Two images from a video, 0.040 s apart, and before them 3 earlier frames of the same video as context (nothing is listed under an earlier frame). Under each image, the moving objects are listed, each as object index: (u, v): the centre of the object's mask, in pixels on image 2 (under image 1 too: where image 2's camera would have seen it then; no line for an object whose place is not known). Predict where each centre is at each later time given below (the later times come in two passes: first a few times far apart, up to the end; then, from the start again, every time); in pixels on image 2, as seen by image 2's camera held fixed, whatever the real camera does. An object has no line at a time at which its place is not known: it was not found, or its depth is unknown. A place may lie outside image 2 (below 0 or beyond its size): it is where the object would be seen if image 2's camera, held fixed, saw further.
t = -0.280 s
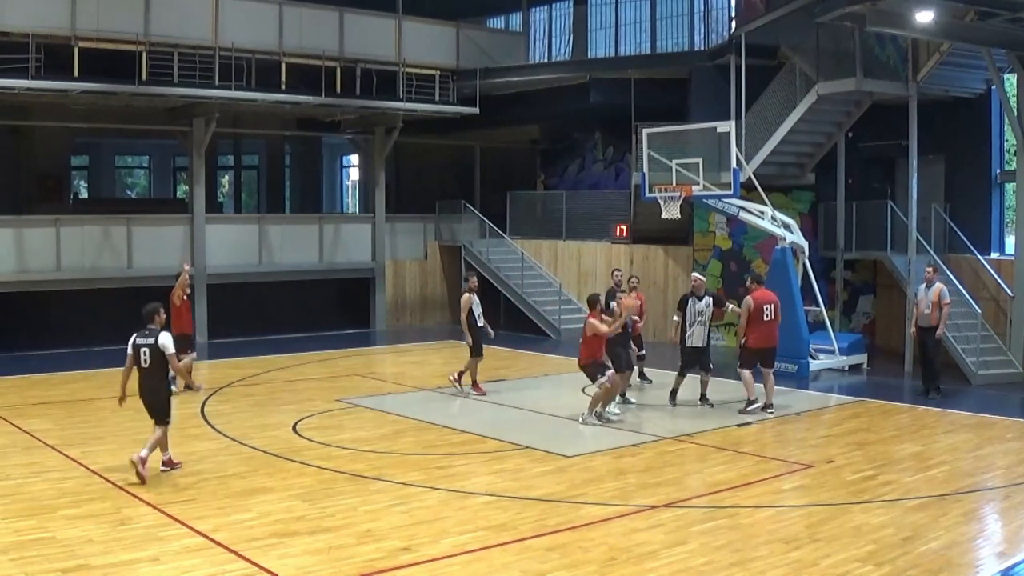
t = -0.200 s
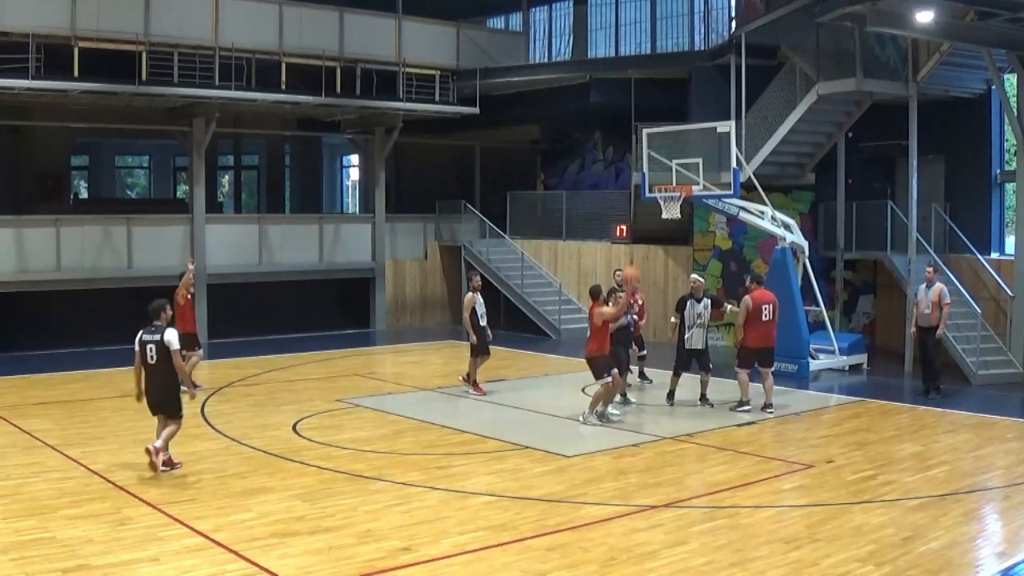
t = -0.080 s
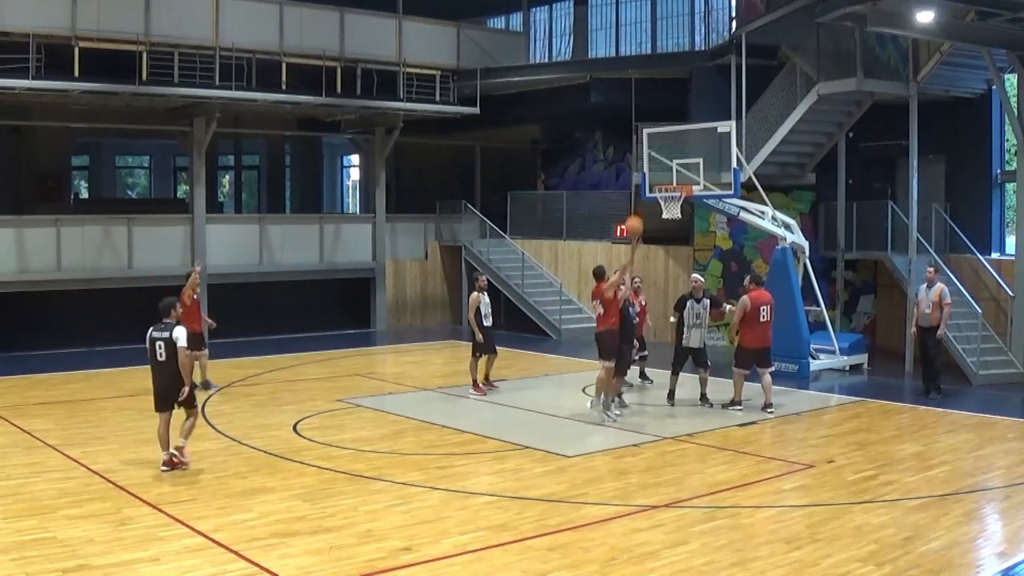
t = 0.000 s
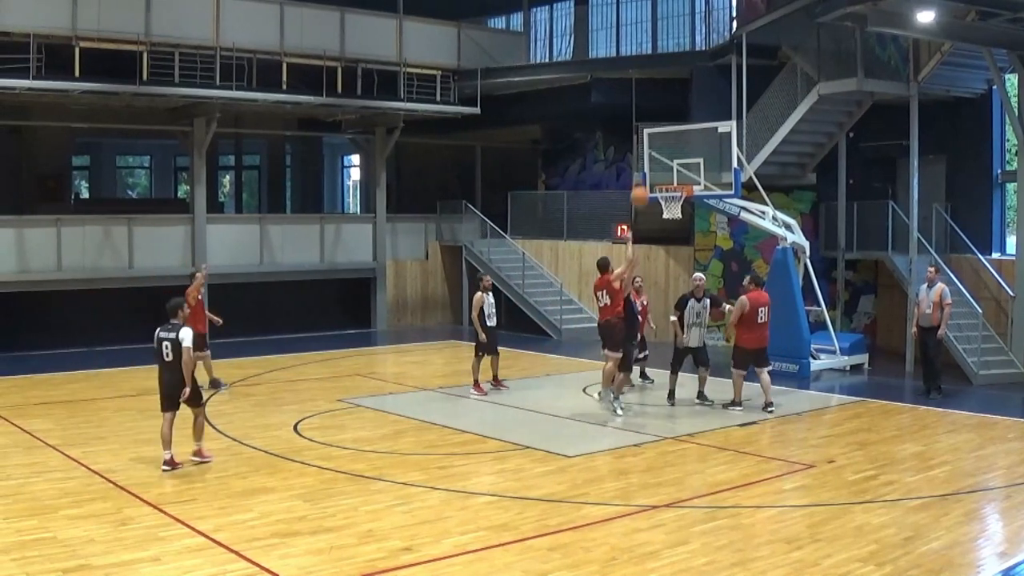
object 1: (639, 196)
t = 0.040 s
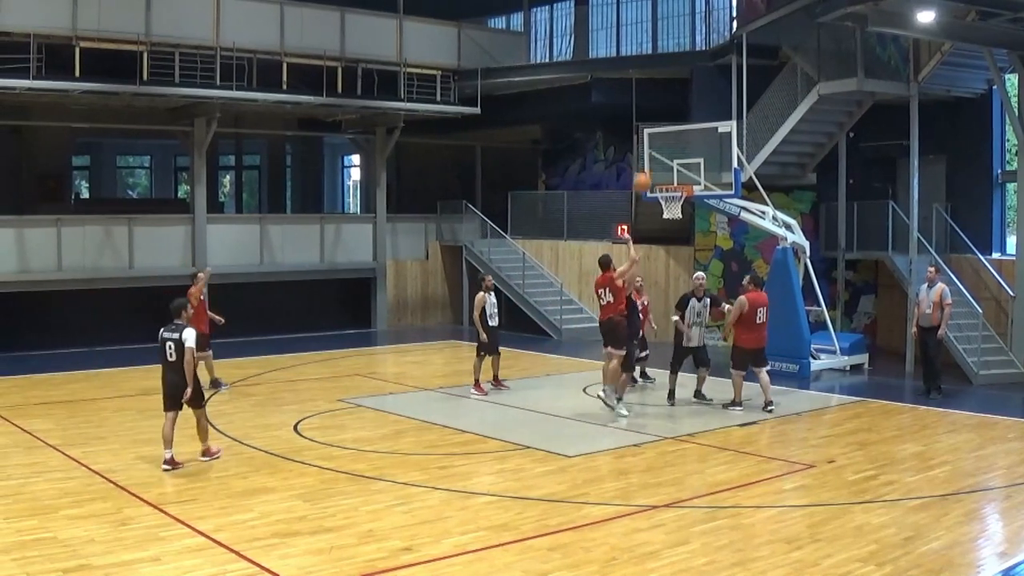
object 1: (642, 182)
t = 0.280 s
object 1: (657, 131)
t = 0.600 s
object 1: (676, 132)
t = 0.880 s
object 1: (690, 171)
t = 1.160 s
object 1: (683, 149)
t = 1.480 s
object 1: (668, 182)
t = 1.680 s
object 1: (668, 218)
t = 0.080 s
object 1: (646, 170)
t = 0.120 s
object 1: (647, 161)
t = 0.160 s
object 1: (650, 151)
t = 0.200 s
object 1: (653, 143)
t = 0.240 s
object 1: (655, 136)
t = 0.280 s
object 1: (657, 131)
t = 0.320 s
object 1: (660, 128)
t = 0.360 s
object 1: (662, 125)
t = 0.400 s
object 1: (664, 124)
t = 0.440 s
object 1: (666, 123)
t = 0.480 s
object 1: (669, 124)
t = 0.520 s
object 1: (671, 125)
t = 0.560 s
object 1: (673, 128)
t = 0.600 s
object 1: (676, 132)
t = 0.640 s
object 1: (678, 137)
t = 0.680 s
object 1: (680, 143)
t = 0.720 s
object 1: (682, 150)
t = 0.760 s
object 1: (684, 157)
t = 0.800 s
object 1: (687, 168)
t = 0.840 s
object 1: (690, 174)
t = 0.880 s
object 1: (690, 171)
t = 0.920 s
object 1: (690, 166)
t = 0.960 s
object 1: (690, 159)
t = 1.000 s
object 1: (690, 155)
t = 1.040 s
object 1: (689, 151)
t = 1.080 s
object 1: (687, 149)
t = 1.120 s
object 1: (685, 148)
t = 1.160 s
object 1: (683, 149)
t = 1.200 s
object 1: (682, 149)
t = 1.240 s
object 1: (680, 151)
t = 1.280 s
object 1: (678, 154)
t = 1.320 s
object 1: (676, 158)
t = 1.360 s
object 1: (674, 163)
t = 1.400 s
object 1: (672, 170)
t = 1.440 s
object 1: (670, 177)
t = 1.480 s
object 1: (668, 182)
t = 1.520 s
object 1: (666, 196)
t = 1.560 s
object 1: (666, 201)
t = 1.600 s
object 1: (666, 208)
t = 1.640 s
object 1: (667, 211)
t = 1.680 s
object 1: (668, 218)
